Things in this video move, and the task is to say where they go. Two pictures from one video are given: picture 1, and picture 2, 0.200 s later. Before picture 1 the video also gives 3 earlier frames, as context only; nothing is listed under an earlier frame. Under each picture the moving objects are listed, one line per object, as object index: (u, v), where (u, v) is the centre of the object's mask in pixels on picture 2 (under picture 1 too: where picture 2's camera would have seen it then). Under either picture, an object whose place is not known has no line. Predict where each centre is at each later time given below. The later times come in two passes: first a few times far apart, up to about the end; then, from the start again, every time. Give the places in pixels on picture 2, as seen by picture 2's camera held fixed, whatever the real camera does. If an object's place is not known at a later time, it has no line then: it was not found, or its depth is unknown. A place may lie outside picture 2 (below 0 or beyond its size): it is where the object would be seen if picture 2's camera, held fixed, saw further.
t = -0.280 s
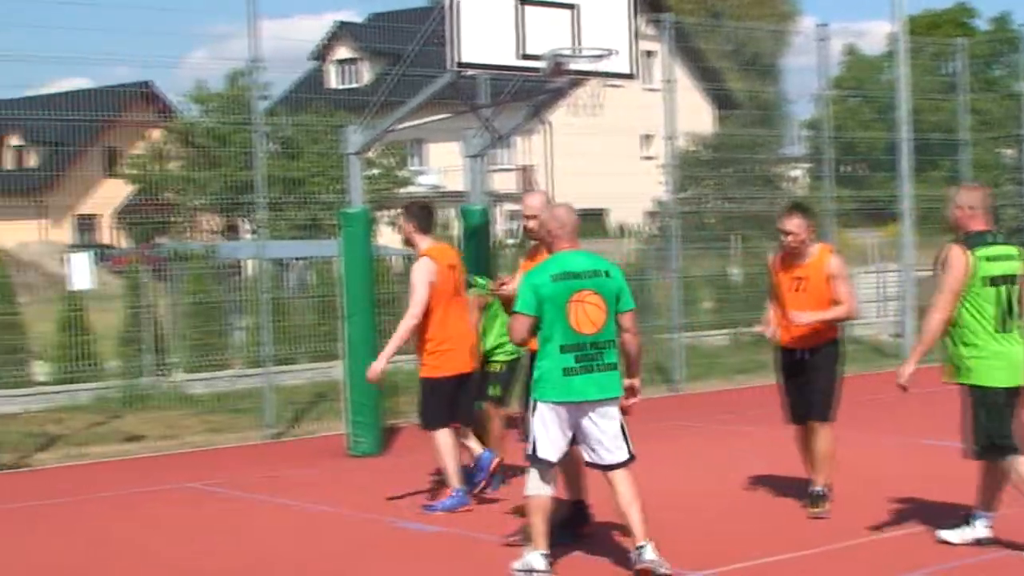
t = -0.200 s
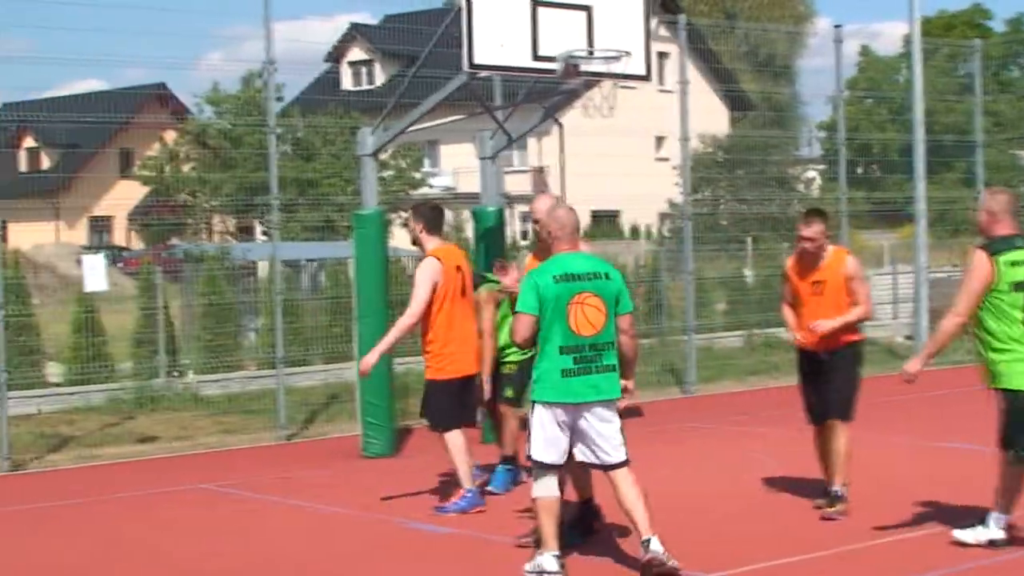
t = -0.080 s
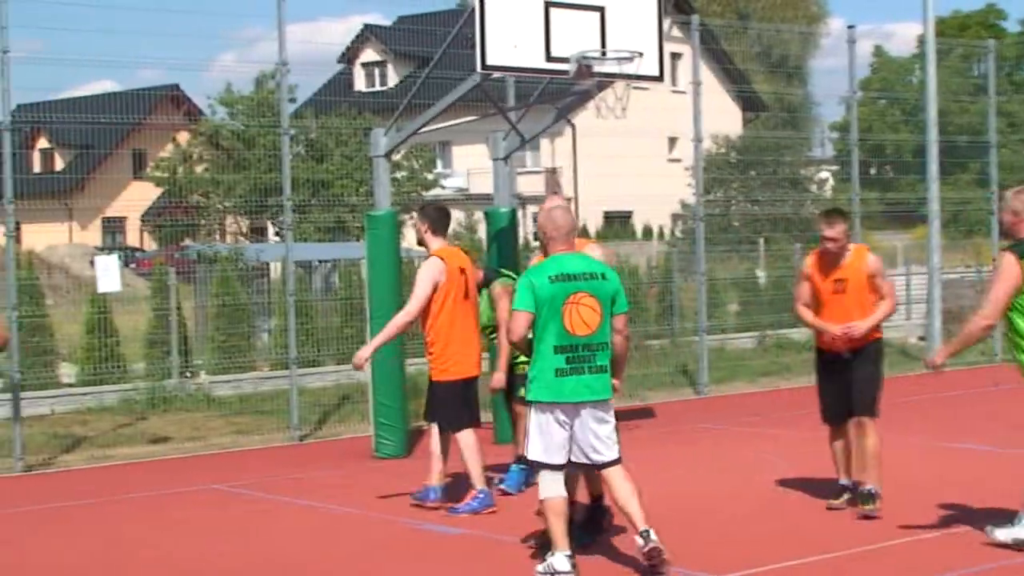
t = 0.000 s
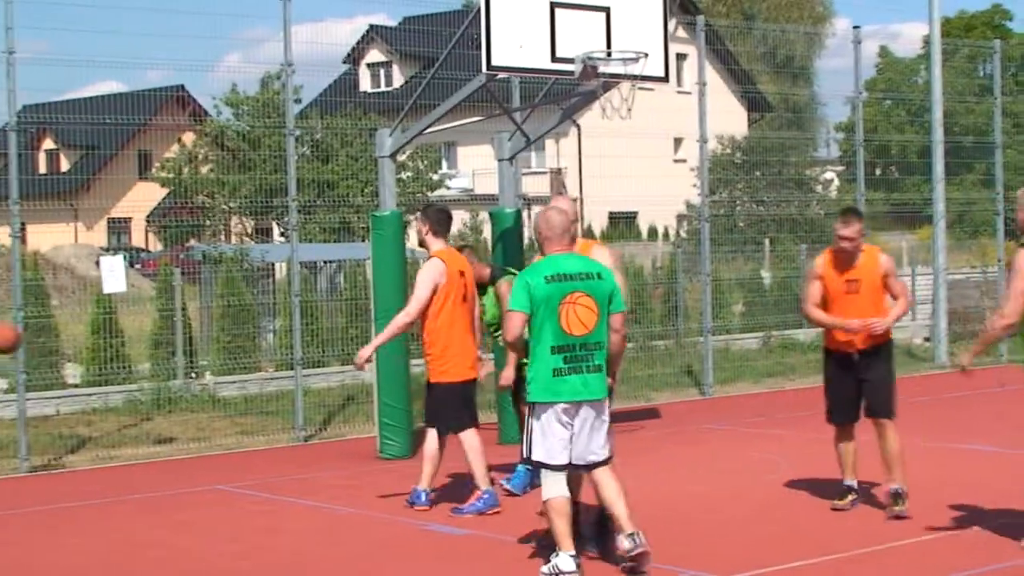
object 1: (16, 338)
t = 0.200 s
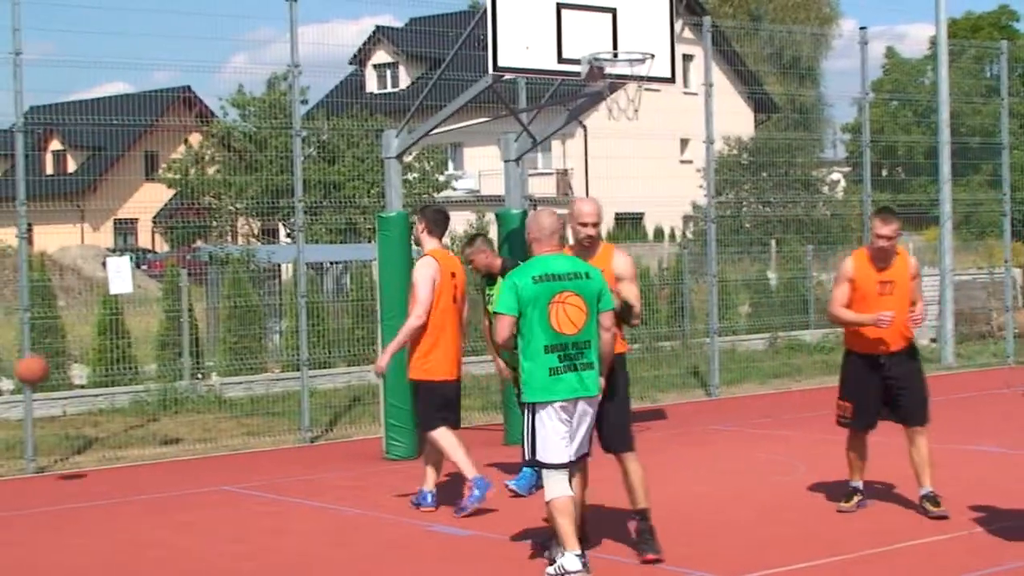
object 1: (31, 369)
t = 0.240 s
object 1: (36, 381)
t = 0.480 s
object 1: (61, 462)
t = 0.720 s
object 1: (64, 393)
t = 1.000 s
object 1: (70, 409)
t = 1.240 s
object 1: (78, 474)
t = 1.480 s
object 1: (81, 423)
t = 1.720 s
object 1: (88, 458)
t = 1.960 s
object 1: (93, 461)
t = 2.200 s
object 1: (98, 459)
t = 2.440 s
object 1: (103, 483)
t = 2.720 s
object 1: (107, 489)
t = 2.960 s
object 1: (111, 486)
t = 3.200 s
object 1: (115, 504)
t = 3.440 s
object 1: (118, 511)
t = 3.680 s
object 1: (120, 513)
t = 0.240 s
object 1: (36, 381)
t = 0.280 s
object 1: (41, 396)
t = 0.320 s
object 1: (46, 415)
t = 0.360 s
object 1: (51, 439)
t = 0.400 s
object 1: (57, 463)
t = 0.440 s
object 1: (61, 481)
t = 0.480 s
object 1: (61, 462)
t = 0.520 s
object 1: (61, 447)
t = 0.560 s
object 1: (63, 432)
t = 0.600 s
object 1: (63, 421)
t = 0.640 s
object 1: (63, 409)
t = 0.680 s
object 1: (63, 400)
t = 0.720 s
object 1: (64, 393)
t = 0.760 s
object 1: (65, 389)
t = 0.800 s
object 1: (65, 387)
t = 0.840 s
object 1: (66, 387)
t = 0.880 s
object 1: (67, 390)
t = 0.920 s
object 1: (68, 394)
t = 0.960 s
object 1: (70, 401)
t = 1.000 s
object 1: (70, 409)
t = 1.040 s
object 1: (72, 423)
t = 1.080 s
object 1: (73, 436)
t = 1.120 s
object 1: (74, 452)
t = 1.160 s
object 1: (77, 475)
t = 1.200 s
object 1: (77, 487)
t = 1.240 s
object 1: (78, 474)
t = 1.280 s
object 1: (78, 459)
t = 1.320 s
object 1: (78, 447)
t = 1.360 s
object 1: (79, 437)
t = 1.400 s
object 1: (80, 431)
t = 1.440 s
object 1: (81, 426)
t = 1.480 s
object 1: (81, 423)
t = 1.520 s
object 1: (82, 423)
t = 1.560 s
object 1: (83, 424)
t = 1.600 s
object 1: (84, 428)
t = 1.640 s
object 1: (85, 434)
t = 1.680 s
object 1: (87, 445)
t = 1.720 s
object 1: (88, 458)
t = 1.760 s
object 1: (90, 471)
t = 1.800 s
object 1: (93, 488)
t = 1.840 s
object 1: (93, 489)
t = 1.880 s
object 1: (93, 482)
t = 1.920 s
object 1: (92, 469)
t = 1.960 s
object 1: (93, 461)
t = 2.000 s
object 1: (95, 453)
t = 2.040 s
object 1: (95, 451)
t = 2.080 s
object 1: (95, 449)
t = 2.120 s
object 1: (95, 449)
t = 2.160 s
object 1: (97, 453)
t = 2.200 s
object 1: (98, 459)
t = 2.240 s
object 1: (99, 467)
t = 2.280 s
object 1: (100, 479)
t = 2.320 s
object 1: (102, 490)
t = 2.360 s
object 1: (102, 500)
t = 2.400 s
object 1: (102, 489)
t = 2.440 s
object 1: (103, 483)
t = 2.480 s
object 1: (104, 473)
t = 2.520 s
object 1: (104, 470)
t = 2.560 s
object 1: (105, 470)
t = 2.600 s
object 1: (105, 470)
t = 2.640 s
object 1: (106, 473)
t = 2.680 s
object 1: (106, 480)
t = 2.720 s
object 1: (107, 489)
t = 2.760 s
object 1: (109, 500)
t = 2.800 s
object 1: (109, 506)
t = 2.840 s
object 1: (110, 498)
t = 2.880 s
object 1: (110, 491)
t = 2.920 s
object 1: (111, 488)
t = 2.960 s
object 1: (111, 486)
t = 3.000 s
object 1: (112, 486)
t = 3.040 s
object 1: (112, 489)
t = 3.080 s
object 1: (114, 494)
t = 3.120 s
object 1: (114, 502)
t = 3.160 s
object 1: (115, 510)
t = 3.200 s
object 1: (115, 504)
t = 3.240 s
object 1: (116, 500)
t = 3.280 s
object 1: (116, 497)
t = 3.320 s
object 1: (116, 496)
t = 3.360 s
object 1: (116, 498)
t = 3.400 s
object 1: (118, 505)
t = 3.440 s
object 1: (118, 511)
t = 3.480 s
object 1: (119, 512)
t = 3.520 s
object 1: (120, 508)
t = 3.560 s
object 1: (120, 506)
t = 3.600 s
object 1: (119, 507)
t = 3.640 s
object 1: (119, 509)
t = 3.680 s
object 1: (120, 513)
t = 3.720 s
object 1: (119, 517)
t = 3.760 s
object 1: (120, 513)
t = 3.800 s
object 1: (119, 512)
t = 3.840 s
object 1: (119, 512)
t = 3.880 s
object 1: (119, 515)
